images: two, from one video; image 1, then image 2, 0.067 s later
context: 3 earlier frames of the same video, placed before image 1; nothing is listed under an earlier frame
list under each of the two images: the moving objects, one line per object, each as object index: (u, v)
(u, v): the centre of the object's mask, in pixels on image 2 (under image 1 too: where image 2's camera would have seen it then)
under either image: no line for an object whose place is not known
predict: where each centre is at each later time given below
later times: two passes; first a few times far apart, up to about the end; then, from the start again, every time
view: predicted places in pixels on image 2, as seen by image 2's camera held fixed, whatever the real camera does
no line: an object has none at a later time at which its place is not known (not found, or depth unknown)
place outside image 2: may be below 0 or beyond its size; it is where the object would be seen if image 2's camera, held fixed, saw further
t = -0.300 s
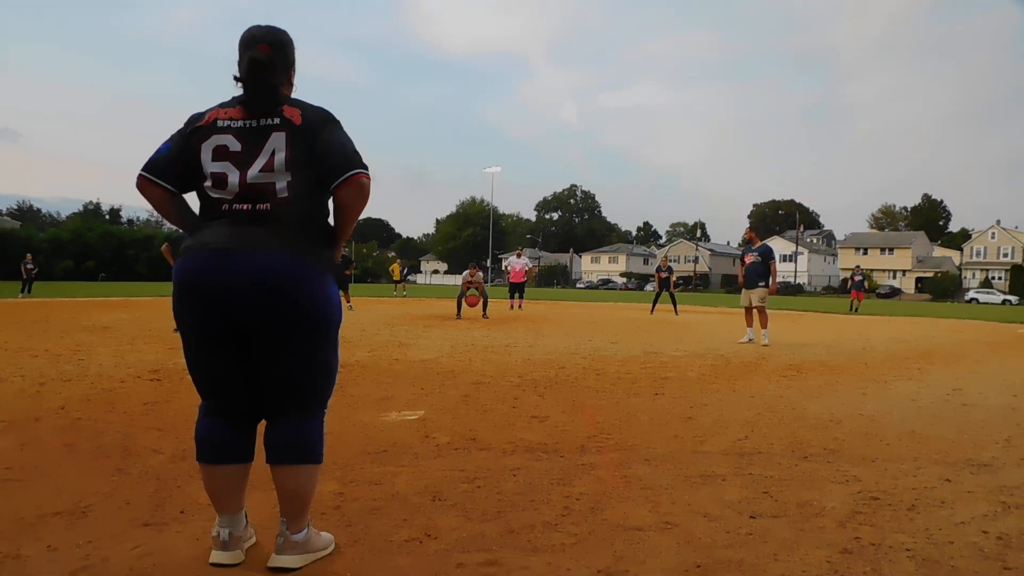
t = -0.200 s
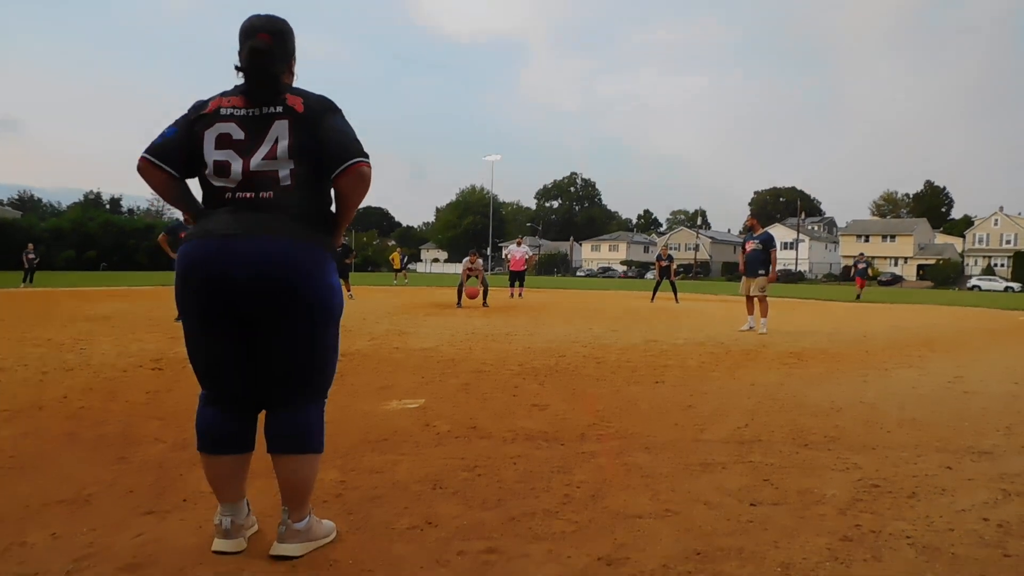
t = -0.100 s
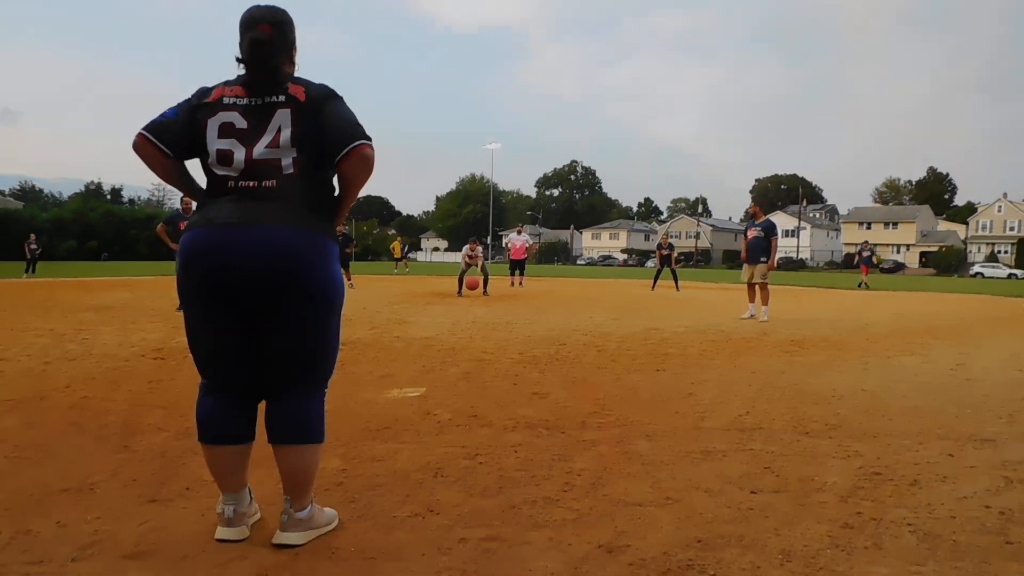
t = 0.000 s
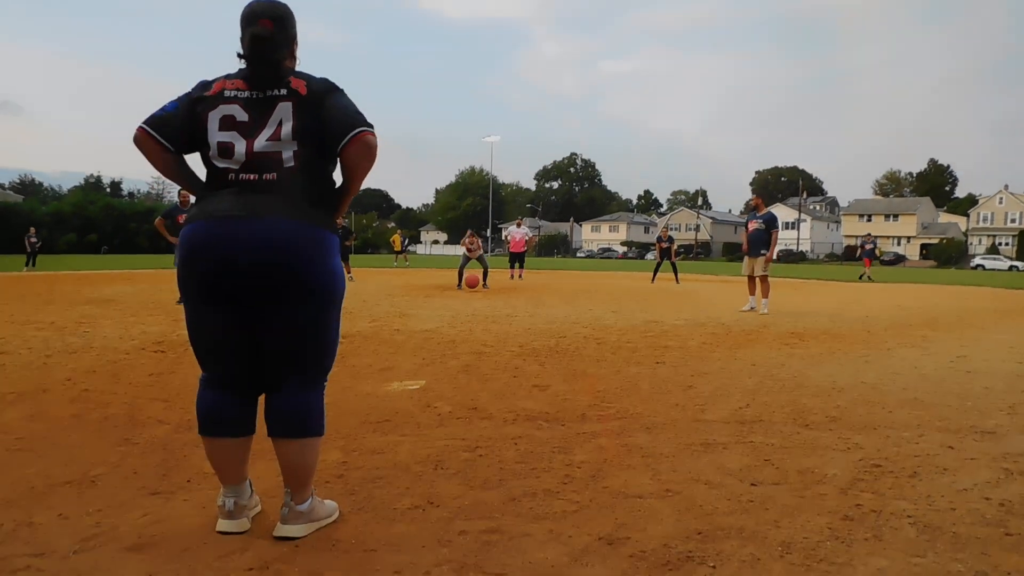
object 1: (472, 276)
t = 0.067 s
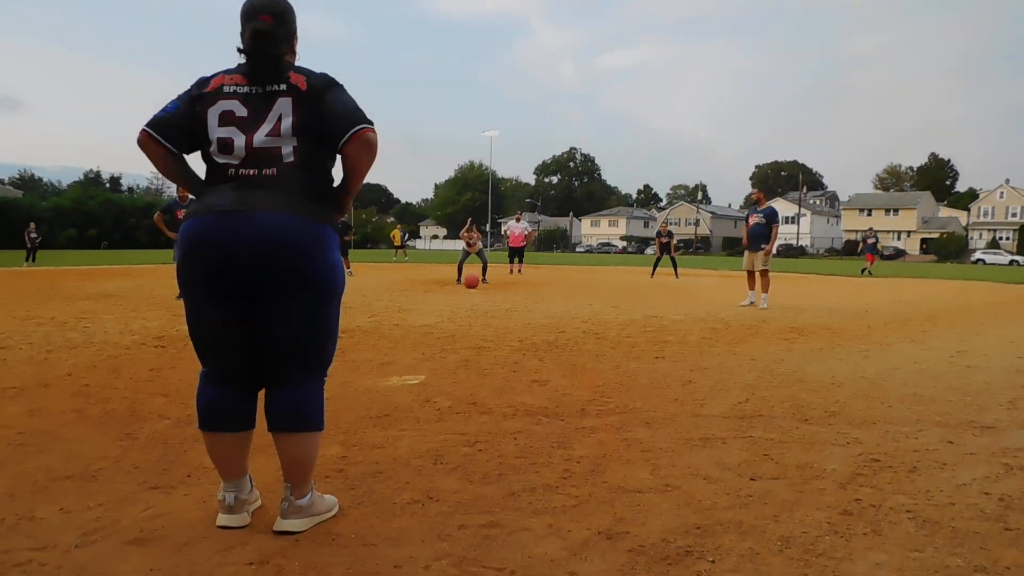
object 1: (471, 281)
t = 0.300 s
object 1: (472, 280)
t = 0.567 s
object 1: (474, 287)
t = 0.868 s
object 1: (477, 292)
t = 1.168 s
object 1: (481, 298)
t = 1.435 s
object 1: (488, 301)
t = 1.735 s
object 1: (495, 307)
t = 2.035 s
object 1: (499, 315)
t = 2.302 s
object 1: (500, 319)
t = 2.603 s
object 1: (504, 322)
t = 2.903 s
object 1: (507, 327)
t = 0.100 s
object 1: (471, 280)
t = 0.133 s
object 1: (471, 278)
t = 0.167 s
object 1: (471, 277)
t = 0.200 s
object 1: (471, 277)
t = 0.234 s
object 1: (471, 278)
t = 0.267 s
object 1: (471, 278)
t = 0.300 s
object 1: (472, 280)
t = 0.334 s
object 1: (472, 282)
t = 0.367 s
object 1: (472, 285)
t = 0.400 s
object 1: (472, 286)
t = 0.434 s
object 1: (472, 285)
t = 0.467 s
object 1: (473, 285)
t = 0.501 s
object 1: (473, 285)
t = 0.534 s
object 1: (473, 286)
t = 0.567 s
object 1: (474, 287)
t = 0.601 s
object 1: (474, 288)
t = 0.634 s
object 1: (475, 289)
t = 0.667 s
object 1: (475, 288)
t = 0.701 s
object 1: (476, 288)
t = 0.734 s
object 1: (476, 289)
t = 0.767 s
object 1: (476, 290)
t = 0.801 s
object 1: (477, 291)
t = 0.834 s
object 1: (477, 292)
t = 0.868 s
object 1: (477, 292)
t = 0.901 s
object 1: (477, 292)
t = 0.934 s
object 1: (477, 293)
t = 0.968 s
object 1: (478, 293)
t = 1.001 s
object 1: (479, 295)
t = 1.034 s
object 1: (479, 295)
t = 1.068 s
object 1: (479, 294)
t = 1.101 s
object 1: (480, 294)
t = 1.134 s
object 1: (481, 295)
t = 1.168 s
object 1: (481, 298)
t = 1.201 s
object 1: (482, 298)
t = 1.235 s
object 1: (483, 298)
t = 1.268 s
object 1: (484, 299)
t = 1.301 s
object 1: (485, 300)
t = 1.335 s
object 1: (486, 300)
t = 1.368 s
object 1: (486, 301)
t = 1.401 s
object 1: (487, 301)
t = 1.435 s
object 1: (488, 301)
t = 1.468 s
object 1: (488, 303)
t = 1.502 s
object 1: (489, 304)
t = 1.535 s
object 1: (491, 304)
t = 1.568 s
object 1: (491, 304)
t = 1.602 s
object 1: (492, 305)
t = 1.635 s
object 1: (493, 307)
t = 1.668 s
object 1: (494, 308)
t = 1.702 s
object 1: (494, 307)
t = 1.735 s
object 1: (495, 307)
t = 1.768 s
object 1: (496, 309)
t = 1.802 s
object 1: (496, 311)
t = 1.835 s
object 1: (497, 311)
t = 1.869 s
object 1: (497, 311)
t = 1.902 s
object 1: (498, 311)
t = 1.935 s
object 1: (498, 312)
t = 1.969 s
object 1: (498, 315)
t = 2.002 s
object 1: (498, 315)
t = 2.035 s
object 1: (499, 315)
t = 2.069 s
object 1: (499, 316)
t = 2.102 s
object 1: (499, 318)
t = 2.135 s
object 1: (500, 319)
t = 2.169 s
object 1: (500, 317)
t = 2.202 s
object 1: (500, 316)
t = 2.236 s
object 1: (500, 316)
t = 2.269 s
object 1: (500, 317)
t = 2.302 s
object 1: (500, 319)
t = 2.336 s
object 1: (500, 323)
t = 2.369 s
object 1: (500, 326)
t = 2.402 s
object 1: (501, 324)
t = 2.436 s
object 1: (502, 321)
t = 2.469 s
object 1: (502, 319)
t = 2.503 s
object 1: (502, 318)
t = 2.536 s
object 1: (502, 318)
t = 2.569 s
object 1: (503, 319)
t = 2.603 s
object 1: (504, 322)
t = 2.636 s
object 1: (505, 327)
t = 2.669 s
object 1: (505, 333)
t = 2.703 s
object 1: (505, 336)
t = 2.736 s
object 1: (505, 332)
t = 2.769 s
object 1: (505, 328)
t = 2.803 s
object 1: (505, 326)
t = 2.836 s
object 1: (505, 325)
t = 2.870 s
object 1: (506, 325)
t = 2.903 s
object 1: (507, 327)
